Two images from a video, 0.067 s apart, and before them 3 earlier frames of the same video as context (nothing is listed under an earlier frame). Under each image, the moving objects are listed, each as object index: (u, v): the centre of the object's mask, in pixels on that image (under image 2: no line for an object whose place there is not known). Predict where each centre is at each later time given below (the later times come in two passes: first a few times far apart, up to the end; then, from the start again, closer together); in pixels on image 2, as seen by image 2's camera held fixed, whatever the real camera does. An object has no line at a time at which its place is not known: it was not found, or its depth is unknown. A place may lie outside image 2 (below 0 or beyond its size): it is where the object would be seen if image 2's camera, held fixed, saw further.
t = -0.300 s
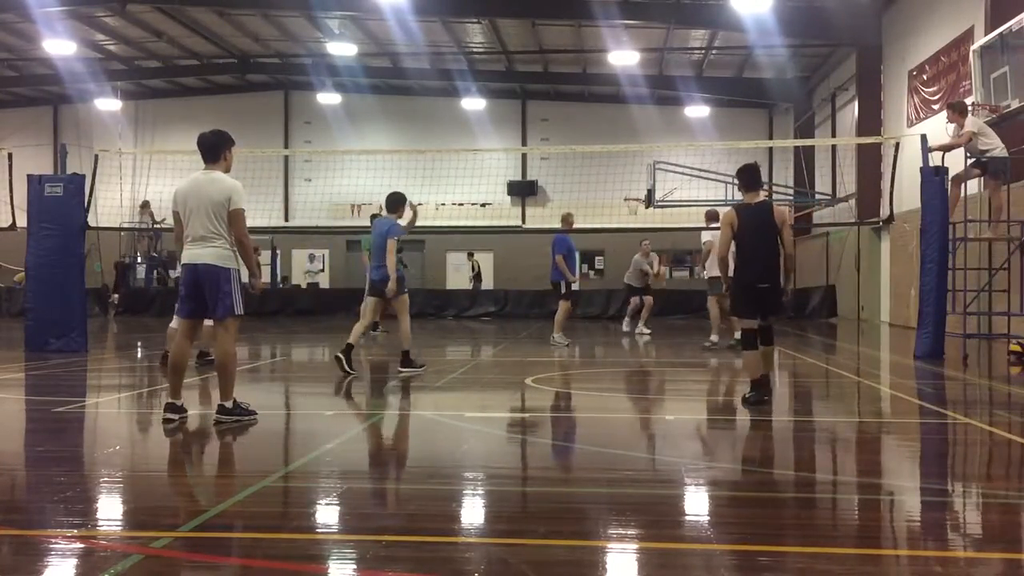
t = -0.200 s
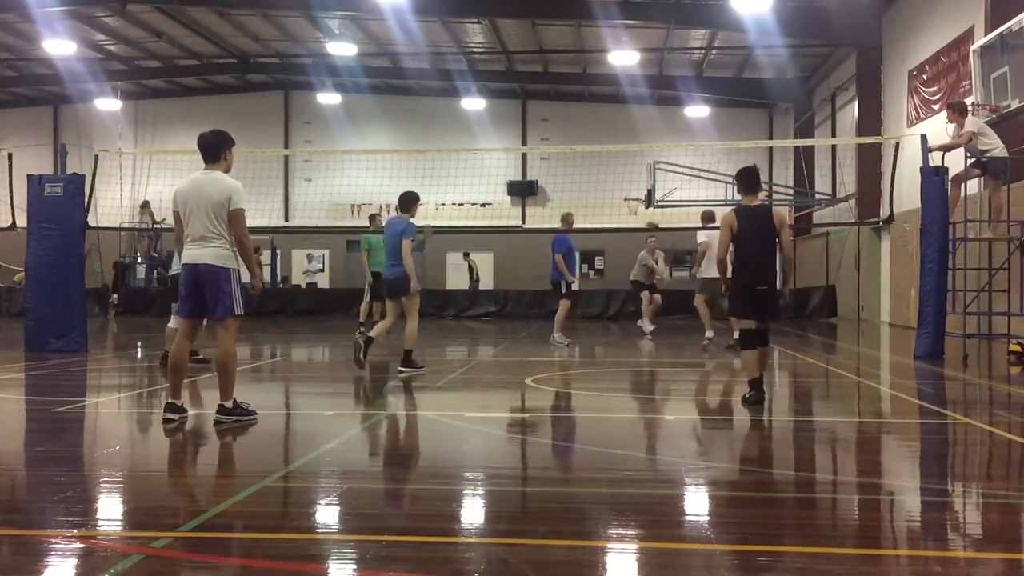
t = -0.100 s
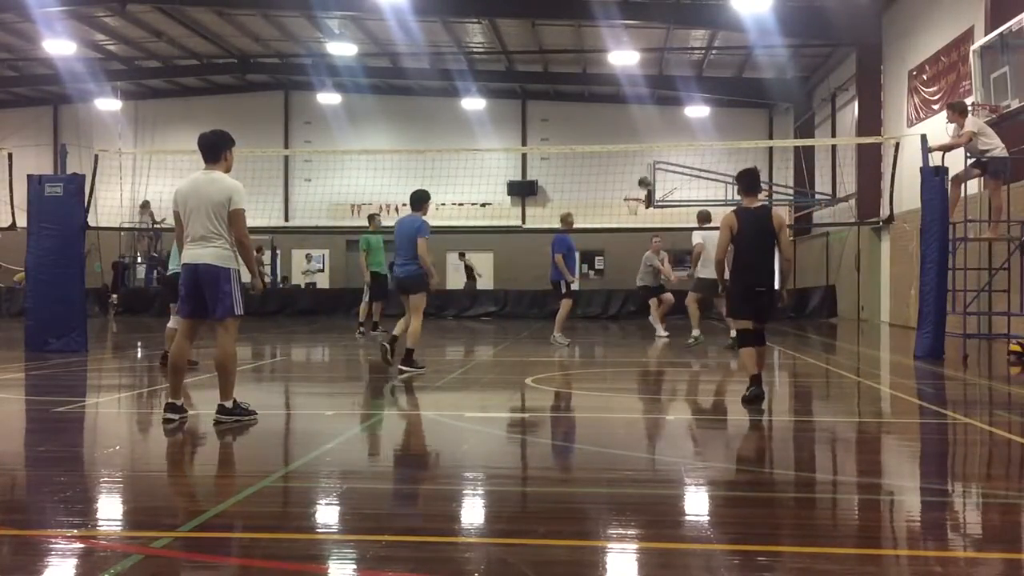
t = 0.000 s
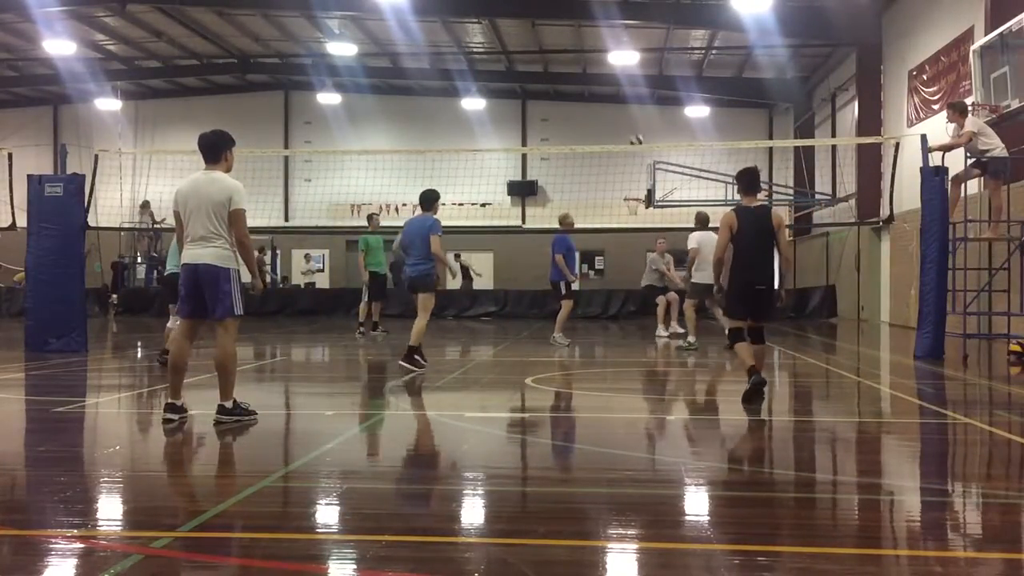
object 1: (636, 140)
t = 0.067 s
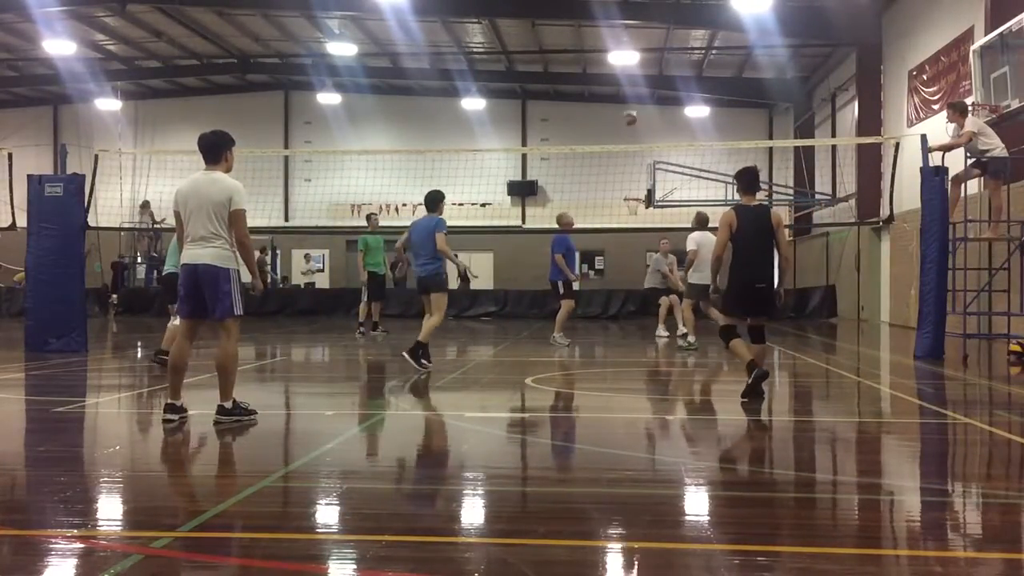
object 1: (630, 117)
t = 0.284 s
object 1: (606, 56)
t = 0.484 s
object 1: (582, 23)
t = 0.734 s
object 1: (545, 27)
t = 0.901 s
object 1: (516, 65)
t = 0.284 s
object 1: (606, 56)
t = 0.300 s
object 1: (605, 52)
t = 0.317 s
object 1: (603, 48)
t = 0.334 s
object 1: (602, 45)
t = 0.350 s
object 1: (600, 43)
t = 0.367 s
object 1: (597, 39)
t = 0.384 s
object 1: (596, 36)
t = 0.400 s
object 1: (593, 34)
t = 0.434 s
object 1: (589, 29)
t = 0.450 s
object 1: (586, 25)
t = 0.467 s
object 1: (585, 24)
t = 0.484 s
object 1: (582, 23)
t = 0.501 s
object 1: (580, 22)
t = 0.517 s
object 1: (578, 20)
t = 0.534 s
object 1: (575, 19)
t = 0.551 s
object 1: (573, 18)
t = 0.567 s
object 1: (570, 18)
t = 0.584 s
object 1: (568, 18)
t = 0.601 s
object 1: (566, 18)
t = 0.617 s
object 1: (563, 18)
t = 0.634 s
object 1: (561, 18)
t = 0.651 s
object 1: (558, 19)
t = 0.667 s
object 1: (556, 19)
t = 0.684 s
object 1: (553, 20)
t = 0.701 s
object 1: (550, 23)
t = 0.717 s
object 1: (547, 25)
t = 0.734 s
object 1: (545, 27)
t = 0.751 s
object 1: (542, 29)
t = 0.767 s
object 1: (540, 31)
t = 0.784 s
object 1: (536, 34)
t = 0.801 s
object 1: (533, 38)
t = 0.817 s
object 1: (530, 41)
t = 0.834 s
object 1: (528, 45)
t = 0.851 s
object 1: (524, 49)
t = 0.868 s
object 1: (522, 55)
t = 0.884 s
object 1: (519, 59)
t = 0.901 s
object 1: (516, 65)
